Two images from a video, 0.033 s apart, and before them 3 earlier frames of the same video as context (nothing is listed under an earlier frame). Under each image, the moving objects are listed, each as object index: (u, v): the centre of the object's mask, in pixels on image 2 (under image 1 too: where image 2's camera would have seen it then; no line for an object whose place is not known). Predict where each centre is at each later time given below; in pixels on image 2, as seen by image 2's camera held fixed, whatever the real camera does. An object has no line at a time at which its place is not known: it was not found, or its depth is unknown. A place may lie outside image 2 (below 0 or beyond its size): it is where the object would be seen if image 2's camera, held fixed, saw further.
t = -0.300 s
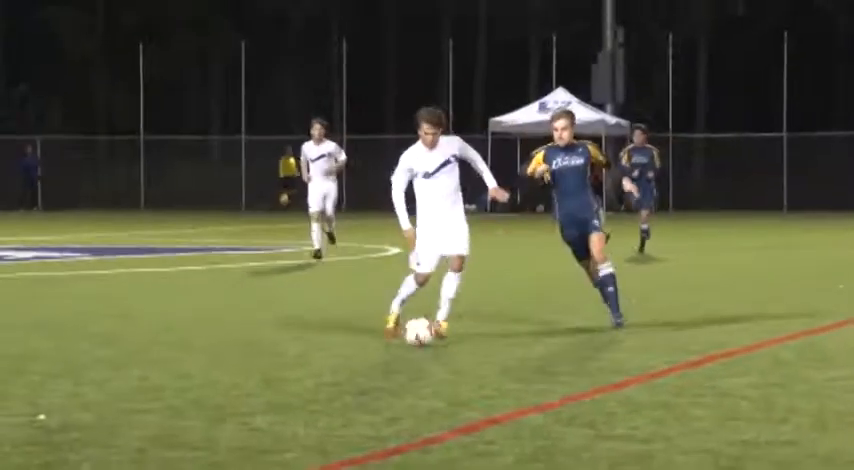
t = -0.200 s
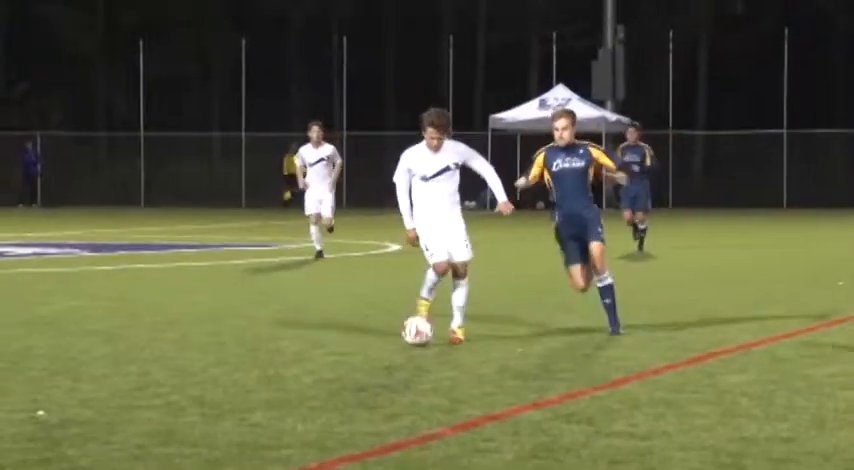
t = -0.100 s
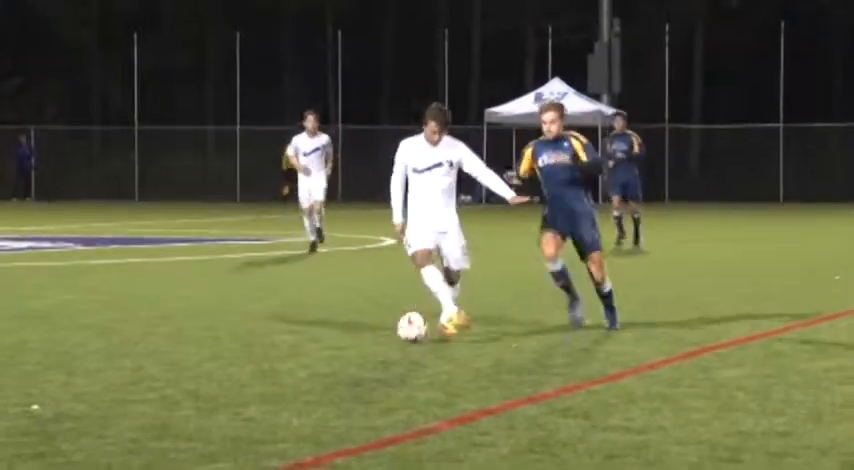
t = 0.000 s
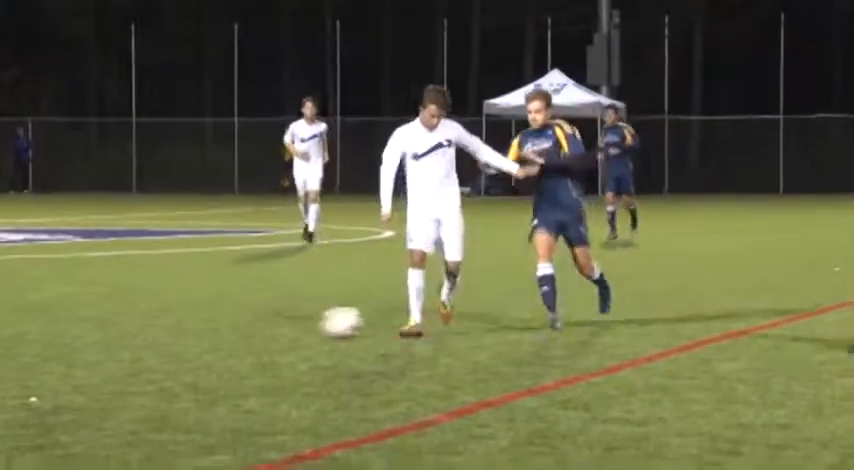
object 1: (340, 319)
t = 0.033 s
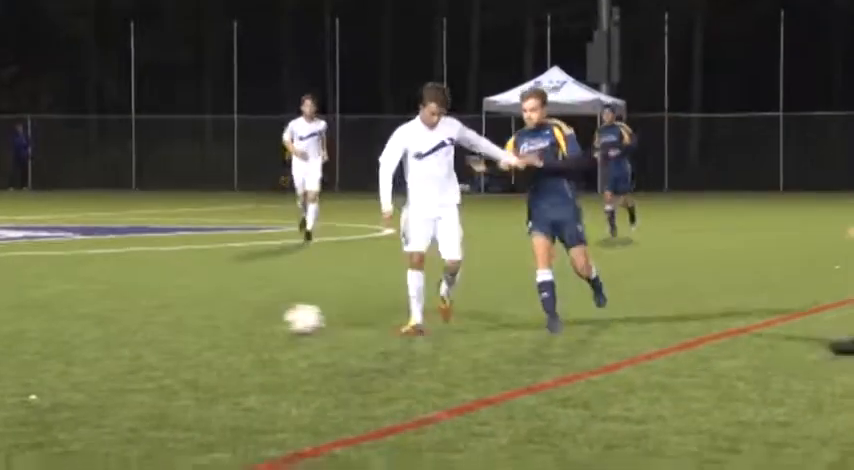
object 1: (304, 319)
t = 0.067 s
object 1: (268, 318)
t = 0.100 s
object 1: (233, 318)
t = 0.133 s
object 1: (197, 320)
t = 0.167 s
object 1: (162, 320)
